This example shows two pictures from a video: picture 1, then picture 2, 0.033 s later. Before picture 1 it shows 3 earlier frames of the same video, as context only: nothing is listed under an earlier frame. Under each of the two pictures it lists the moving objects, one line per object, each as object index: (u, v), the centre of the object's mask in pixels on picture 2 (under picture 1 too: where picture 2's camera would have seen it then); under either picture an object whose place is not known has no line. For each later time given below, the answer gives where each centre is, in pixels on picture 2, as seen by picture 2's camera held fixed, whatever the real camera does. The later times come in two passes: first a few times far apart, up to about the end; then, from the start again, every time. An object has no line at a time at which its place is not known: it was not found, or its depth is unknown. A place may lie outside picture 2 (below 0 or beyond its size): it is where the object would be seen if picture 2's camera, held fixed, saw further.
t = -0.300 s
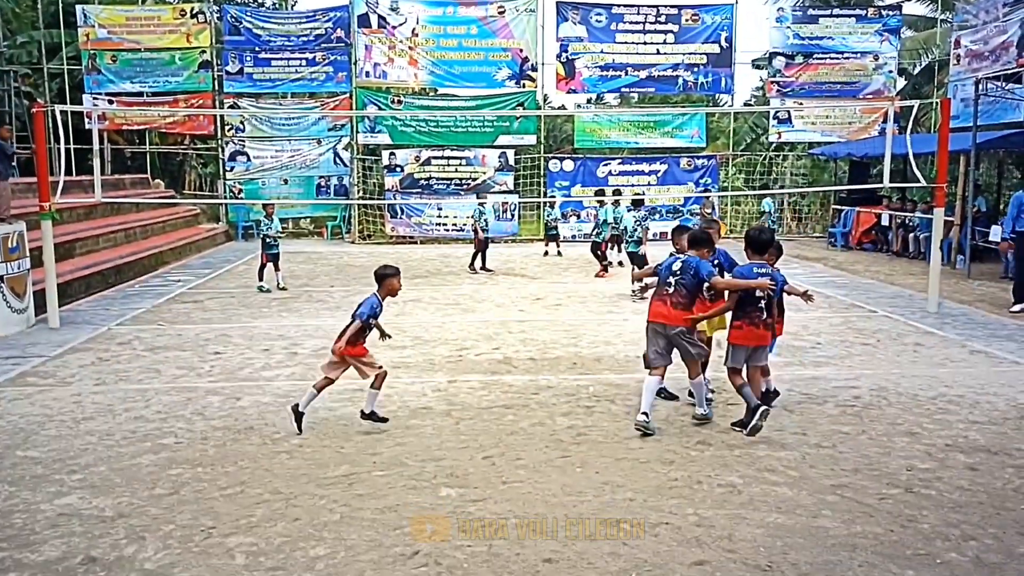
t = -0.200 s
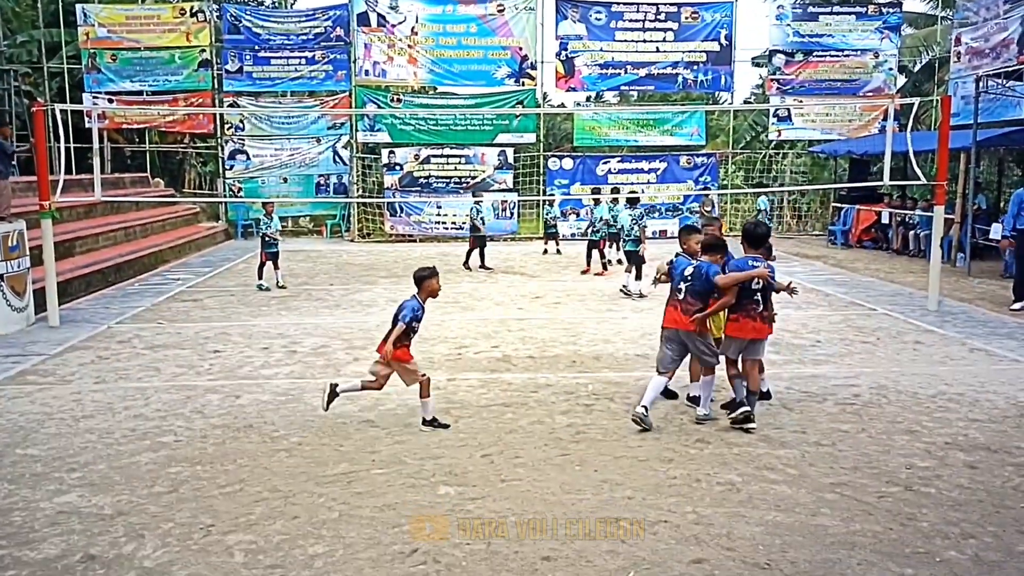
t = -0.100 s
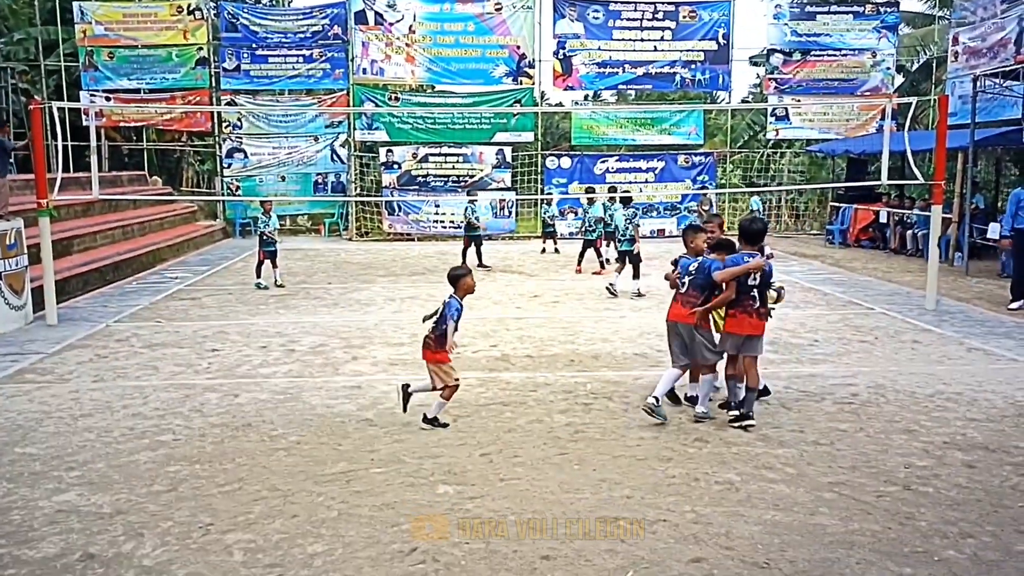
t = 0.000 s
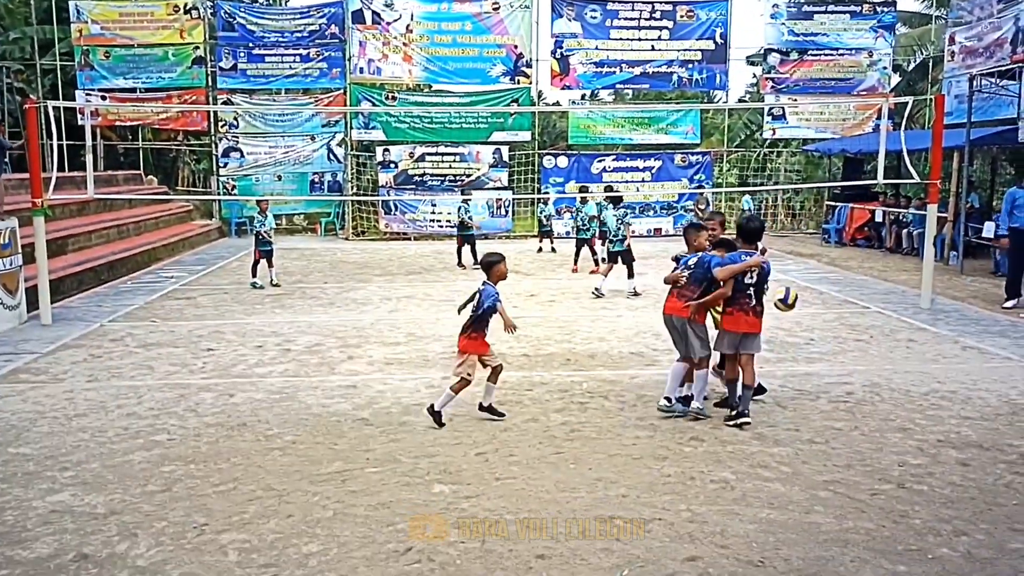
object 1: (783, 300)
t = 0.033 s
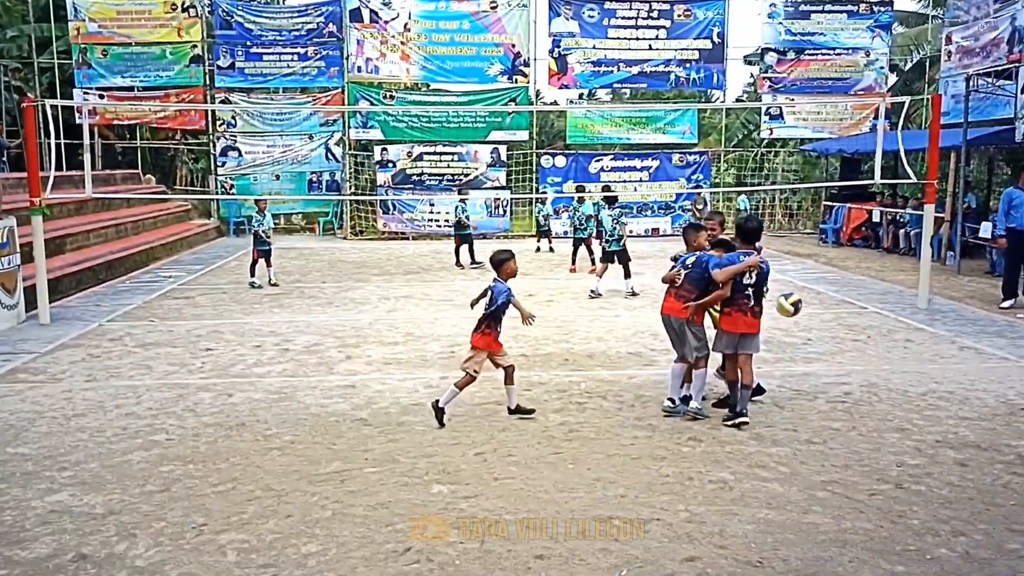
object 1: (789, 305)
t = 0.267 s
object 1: (835, 388)
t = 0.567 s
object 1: (922, 389)
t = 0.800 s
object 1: (1011, 500)
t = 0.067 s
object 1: (795, 312)
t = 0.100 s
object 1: (802, 320)
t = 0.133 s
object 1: (807, 330)
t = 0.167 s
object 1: (812, 341)
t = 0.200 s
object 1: (820, 355)
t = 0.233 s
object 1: (828, 371)
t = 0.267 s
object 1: (835, 388)
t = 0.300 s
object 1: (842, 384)
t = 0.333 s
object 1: (851, 379)
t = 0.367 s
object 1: (860, 376)
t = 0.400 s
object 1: (870, 374)
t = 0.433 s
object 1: (879, 373)
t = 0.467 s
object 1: (889, 375)
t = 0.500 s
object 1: (900, 378)
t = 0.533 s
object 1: (911, 383)
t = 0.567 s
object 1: (922, 389)
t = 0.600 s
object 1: (934, 398)
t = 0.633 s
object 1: (946, 411)
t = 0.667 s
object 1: (959, 424)
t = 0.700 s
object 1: (972, 441)
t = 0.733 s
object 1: (986, 461)
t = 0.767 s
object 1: (1001, 485)
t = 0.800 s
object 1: (1011, 500)
